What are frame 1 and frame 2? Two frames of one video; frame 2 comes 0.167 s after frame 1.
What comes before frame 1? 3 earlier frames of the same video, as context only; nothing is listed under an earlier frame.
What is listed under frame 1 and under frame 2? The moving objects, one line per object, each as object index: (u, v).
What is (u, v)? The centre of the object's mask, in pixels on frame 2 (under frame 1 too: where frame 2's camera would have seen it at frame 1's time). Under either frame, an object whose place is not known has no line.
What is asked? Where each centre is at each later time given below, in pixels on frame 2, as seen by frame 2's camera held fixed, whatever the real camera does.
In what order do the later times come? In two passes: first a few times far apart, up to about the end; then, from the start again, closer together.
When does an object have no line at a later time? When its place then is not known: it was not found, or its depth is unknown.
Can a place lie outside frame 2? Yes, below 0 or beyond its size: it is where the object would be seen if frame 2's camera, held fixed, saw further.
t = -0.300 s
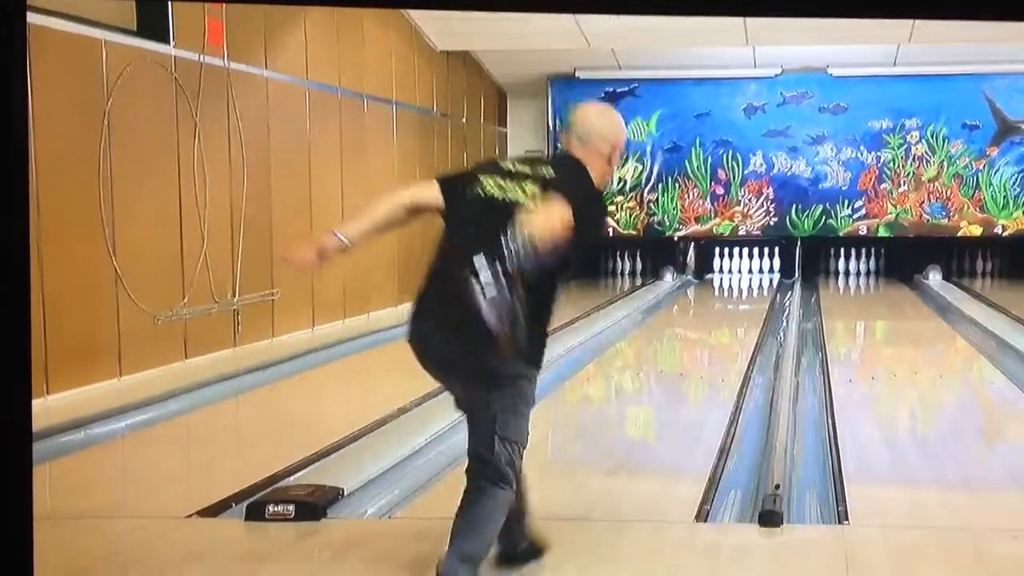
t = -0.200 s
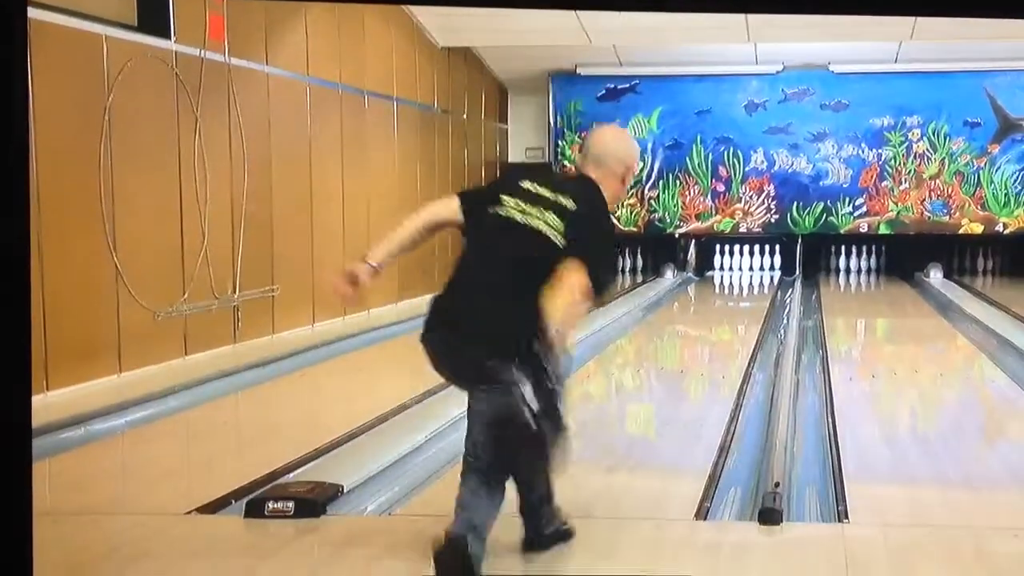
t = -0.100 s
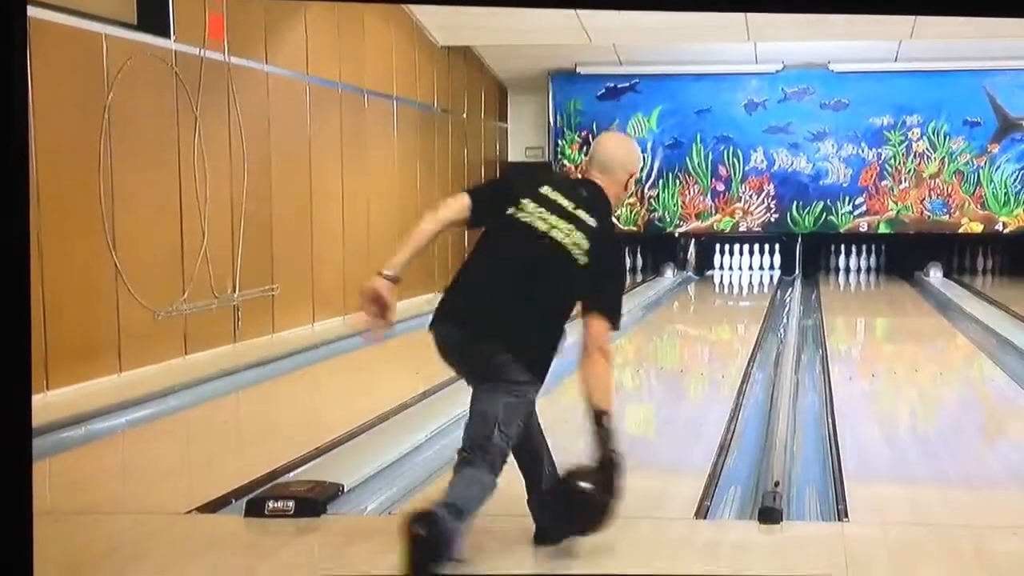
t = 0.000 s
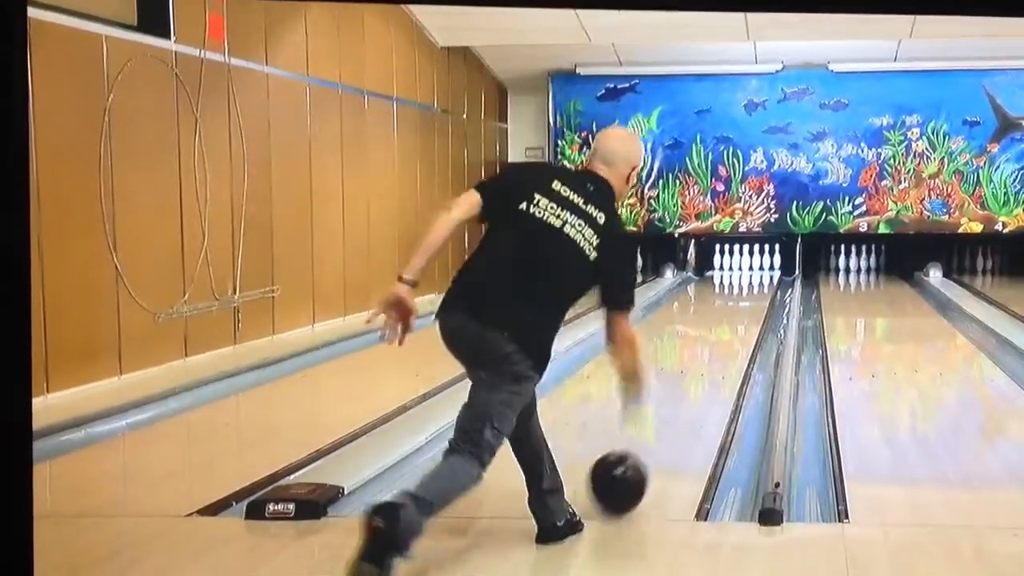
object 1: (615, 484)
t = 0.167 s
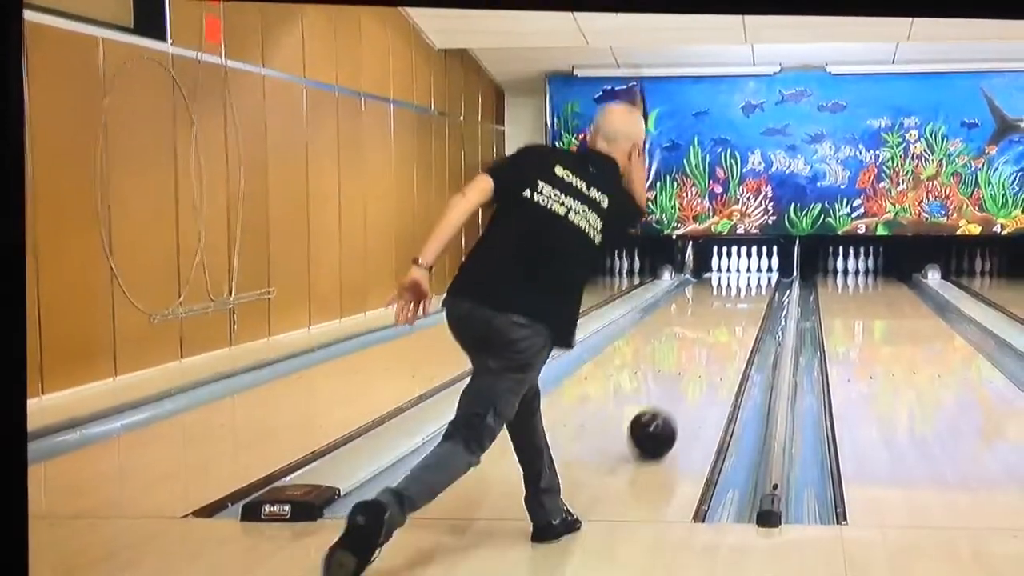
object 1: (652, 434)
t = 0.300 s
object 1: (673, 404)
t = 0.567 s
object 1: (702, 361)
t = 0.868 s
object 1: (720, 332)
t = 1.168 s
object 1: (732, 311)
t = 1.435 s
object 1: (739, 297)
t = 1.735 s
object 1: (745, 285)
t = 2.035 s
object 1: (748, 277)
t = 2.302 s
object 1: (748, 272)
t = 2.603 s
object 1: (748, 266)
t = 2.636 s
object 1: (747, 266)
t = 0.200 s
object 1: (658, 426)
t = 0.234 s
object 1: (664, 419)
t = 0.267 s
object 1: (670, 411)
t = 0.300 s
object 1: (673, 404)
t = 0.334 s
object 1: (678, 398)
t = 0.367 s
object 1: (682, 392)
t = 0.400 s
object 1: (686, 386)
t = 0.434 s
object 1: (689, 380)
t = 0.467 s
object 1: (693, 375)
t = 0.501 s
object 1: (696, 370)
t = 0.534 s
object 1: (699, 365)
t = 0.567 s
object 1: (702, 361)
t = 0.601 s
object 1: (704, 358)
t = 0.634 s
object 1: (707, 354)
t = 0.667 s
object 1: (709, 350)
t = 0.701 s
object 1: (711, 347)
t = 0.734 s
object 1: (713, 344)
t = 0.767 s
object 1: (715, 341)
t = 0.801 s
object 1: (717, 337)
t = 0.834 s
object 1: (719, 334)
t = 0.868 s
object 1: (720, 332)
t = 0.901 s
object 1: (722, 330)
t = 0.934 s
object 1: (723, 327)
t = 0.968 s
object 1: (725, 324)
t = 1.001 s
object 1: (726, 323)
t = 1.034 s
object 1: (728, 320)
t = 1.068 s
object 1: (729, 317)
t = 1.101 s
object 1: (730, 315)
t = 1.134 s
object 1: (731, 312)
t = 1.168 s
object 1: (732, 311)
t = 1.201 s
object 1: (733, 309)
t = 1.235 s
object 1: (735, 308)
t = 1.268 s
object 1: (736, 307)
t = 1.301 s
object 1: (736, 305)
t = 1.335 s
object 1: (737, 303)
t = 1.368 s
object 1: (738, 301)
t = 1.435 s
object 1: (739, 297)
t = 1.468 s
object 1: (740, 296)
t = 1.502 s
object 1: (741, 295)
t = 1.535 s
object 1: (742, 293)
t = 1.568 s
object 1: (742, 292)
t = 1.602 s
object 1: (742, 290)
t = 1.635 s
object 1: (743, 289)
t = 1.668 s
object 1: (744, 288)
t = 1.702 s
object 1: (744, 286)
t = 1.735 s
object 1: (745, 285)
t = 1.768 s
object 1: (745, 285)
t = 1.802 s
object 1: (746, 284)
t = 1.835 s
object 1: (746, 282)
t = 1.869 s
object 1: (747, 281)
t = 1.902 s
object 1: (747, 281)
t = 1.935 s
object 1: (747, 280)
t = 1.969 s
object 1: (747, 279)
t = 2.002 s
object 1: (747, 278)
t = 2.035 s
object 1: (748, 277)
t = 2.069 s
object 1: (748, 276)
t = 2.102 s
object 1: (748, 276)
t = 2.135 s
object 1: (748, 275)
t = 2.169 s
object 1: (748, 274)
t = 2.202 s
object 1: (748, 273)
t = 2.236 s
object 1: (749, 273)
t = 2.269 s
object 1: (748, 272)
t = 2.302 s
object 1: (748, 272)
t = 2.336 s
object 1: (748, 271)
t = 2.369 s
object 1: (749, 270)
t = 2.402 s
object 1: (748, 270)
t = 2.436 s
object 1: (748, 270)
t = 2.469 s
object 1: (747, 269)
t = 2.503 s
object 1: (747, 268)
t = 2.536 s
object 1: (747, 267)
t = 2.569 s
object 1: (747, 267)
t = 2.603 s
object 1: (748, 266)
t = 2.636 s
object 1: (747, 266)
